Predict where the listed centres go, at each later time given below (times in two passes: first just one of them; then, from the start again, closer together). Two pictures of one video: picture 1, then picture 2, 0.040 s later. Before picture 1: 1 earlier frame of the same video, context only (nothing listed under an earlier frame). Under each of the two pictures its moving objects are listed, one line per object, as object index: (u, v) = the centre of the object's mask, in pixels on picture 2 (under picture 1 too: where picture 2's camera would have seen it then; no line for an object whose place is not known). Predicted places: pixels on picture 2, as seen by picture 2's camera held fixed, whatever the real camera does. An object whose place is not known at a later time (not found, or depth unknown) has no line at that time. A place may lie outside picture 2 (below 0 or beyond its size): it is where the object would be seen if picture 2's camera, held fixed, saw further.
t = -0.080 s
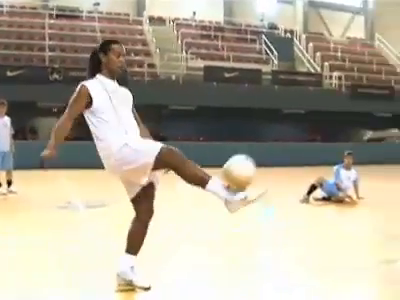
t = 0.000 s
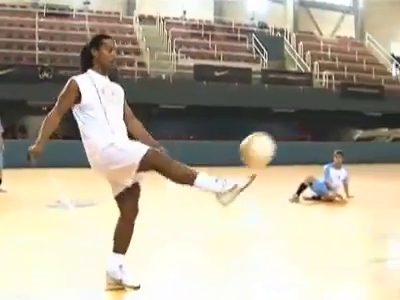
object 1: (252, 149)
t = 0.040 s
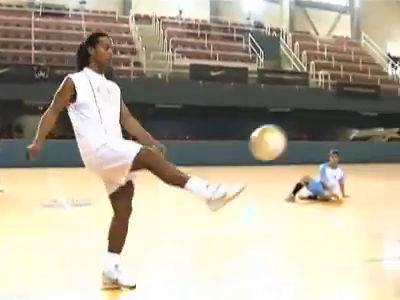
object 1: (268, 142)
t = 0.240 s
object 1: (348, 144)
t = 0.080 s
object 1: (284, 137)
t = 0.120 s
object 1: (300, 136)
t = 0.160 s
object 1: (316, 136)
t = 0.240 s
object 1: (348, 144)
